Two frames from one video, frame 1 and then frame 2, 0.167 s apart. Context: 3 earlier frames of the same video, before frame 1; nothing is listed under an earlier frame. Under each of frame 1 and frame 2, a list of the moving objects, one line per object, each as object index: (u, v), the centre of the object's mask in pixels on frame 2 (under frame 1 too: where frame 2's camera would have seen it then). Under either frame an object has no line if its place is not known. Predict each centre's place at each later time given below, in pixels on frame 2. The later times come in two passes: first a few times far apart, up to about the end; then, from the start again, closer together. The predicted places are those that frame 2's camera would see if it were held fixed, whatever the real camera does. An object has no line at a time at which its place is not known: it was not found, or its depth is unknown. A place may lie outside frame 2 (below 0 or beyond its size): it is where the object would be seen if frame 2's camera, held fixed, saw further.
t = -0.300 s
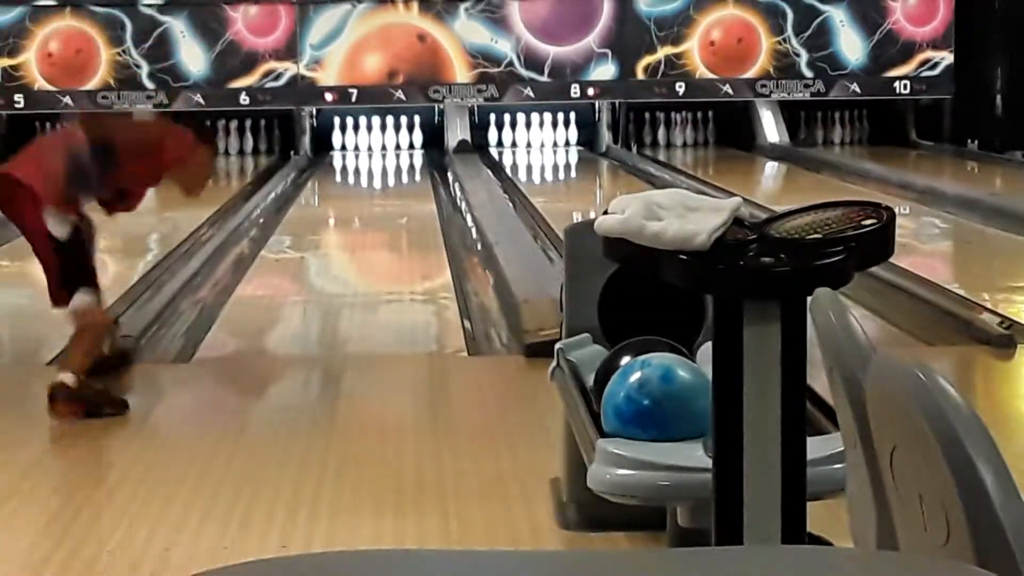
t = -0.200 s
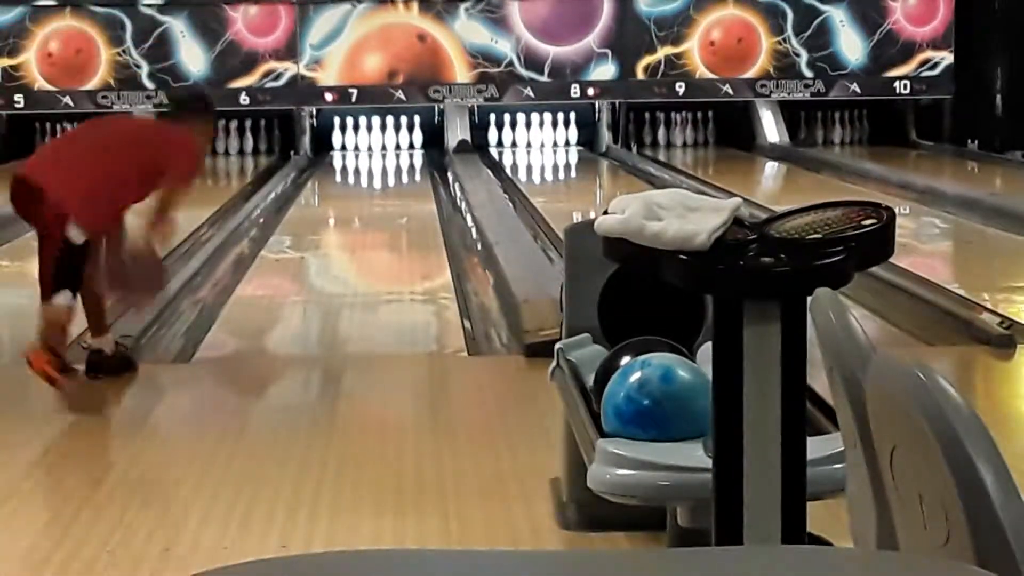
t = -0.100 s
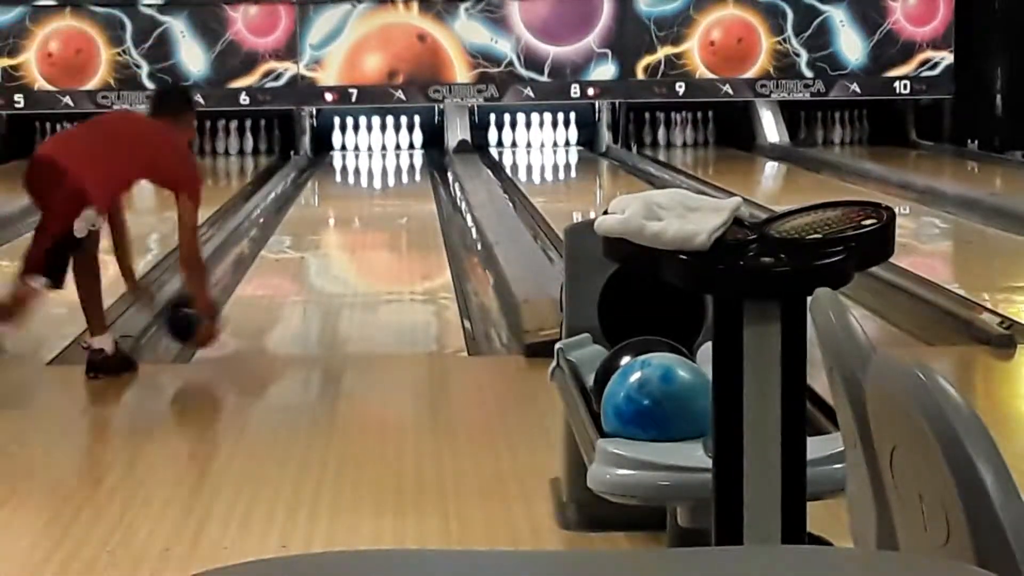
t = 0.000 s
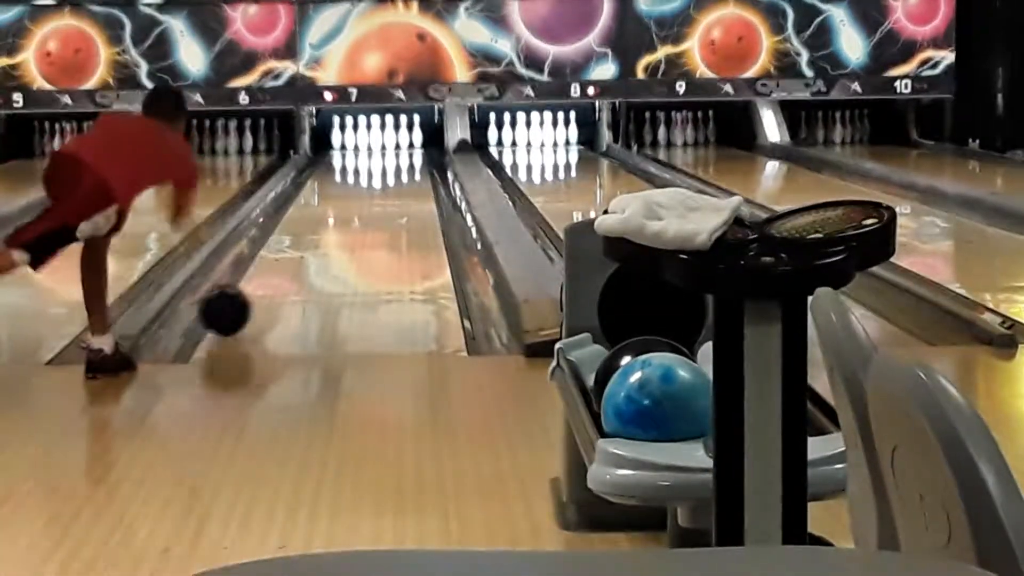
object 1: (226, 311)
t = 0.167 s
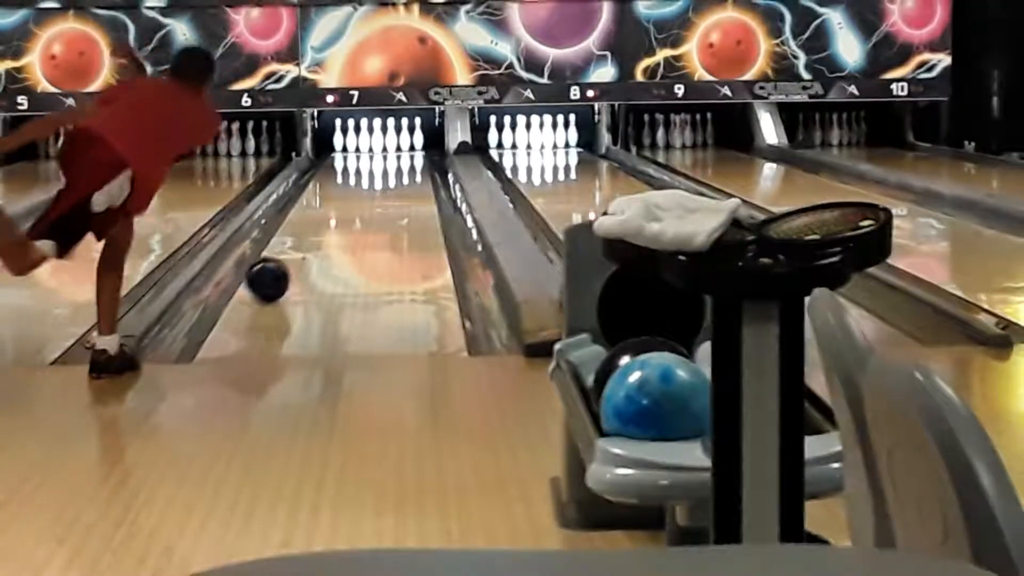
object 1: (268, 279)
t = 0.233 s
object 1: (279, 268)
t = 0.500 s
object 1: (317, 234)
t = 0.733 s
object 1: (341, 213)
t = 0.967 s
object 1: (360, 196)
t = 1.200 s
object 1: (375, 183)
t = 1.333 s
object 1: (383, 174)
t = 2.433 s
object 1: (364, 141)
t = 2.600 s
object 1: (355, 141)
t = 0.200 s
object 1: (275, 273)
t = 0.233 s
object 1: (279, 268)
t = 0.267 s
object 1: (285, 263)
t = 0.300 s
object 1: (290, 258)
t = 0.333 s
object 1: (295, 253)
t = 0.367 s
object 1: (300, 250)
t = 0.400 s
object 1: (305, 245)
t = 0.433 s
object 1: (309, 242)
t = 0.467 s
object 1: (313, 238)
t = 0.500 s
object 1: (317, 234)
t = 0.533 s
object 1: (321, 231)
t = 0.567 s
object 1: (325, 228)
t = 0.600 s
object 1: (329, 224)
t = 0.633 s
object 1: (332, 221)
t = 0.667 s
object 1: (335, 218)
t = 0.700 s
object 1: (338, 216)
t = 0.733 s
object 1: (341, 213)
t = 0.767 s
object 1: (344, 210)
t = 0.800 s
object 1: (347, 208)
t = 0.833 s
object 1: (350, 205)
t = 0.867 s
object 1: (352, 203)
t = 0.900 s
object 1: (355, 200)
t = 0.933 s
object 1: (358, 198)
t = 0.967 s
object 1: (360, 196)
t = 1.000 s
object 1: (362, 194)
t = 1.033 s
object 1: (363, 192)
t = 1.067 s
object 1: (364, 189)
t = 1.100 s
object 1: (367, 187)
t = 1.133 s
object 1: (370, 186)
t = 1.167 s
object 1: (376, 185)
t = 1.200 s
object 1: (375, 183)
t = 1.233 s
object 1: (379, 180)
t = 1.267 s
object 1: (378, 179)
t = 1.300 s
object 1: (379, 177)
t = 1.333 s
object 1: (383, 174)
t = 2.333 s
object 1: (368, 144)
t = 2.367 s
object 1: (367, 143)
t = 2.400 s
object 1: (366, 143)
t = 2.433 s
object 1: (364, 141)
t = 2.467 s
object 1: (361, 141)
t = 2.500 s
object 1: (361, 141)
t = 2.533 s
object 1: (360, 141)
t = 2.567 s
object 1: (359, 141)
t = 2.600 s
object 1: (355, 141)
